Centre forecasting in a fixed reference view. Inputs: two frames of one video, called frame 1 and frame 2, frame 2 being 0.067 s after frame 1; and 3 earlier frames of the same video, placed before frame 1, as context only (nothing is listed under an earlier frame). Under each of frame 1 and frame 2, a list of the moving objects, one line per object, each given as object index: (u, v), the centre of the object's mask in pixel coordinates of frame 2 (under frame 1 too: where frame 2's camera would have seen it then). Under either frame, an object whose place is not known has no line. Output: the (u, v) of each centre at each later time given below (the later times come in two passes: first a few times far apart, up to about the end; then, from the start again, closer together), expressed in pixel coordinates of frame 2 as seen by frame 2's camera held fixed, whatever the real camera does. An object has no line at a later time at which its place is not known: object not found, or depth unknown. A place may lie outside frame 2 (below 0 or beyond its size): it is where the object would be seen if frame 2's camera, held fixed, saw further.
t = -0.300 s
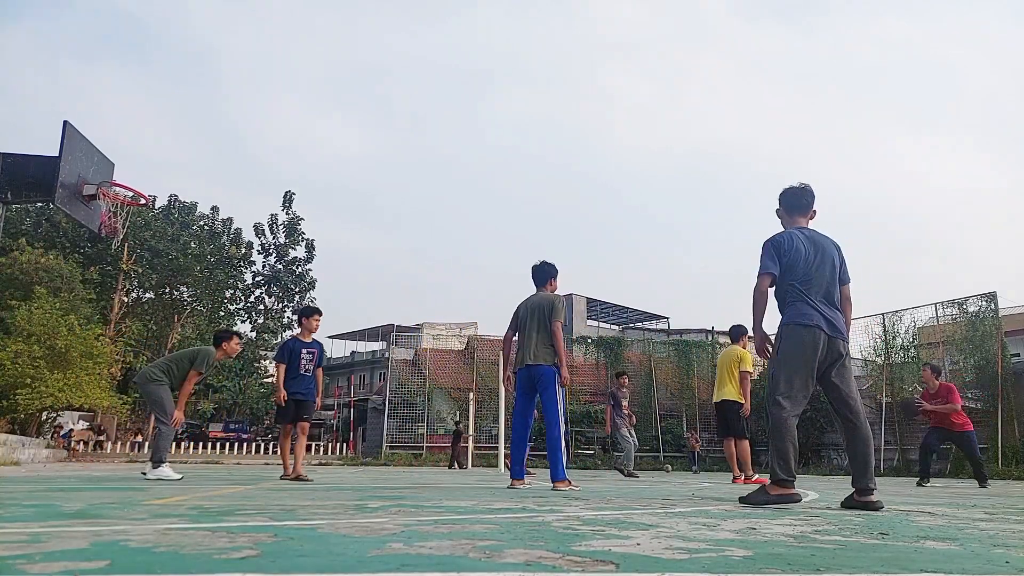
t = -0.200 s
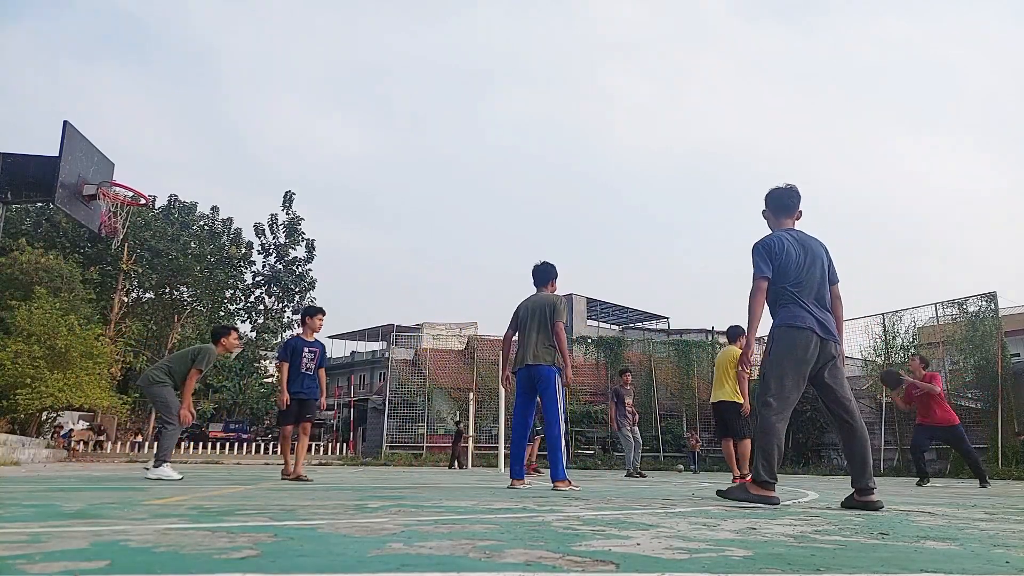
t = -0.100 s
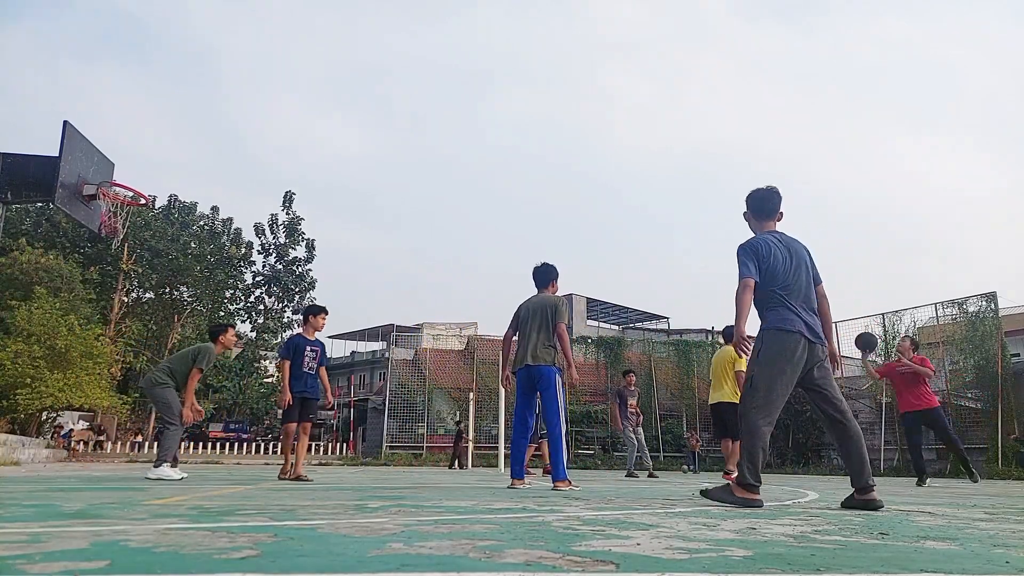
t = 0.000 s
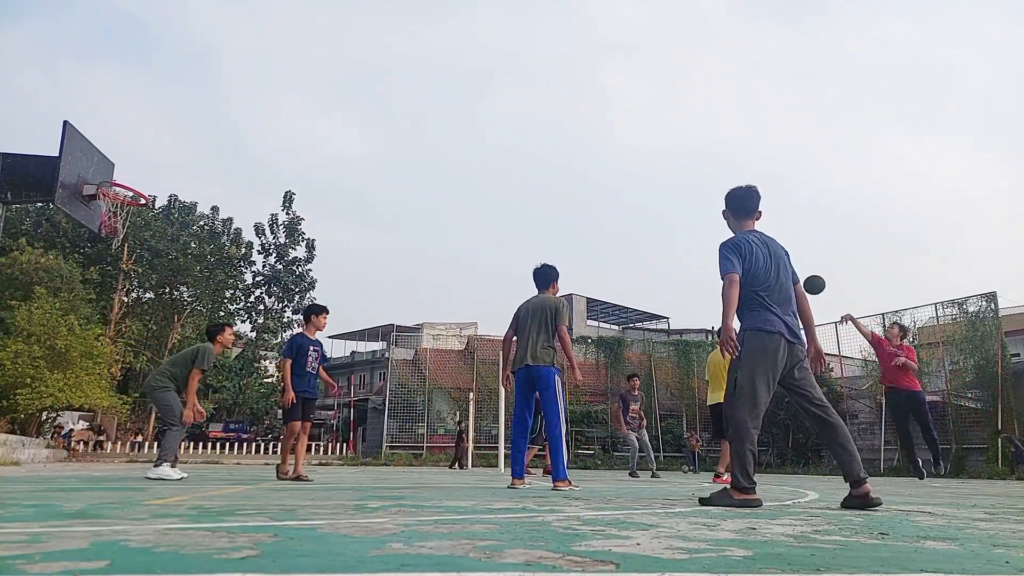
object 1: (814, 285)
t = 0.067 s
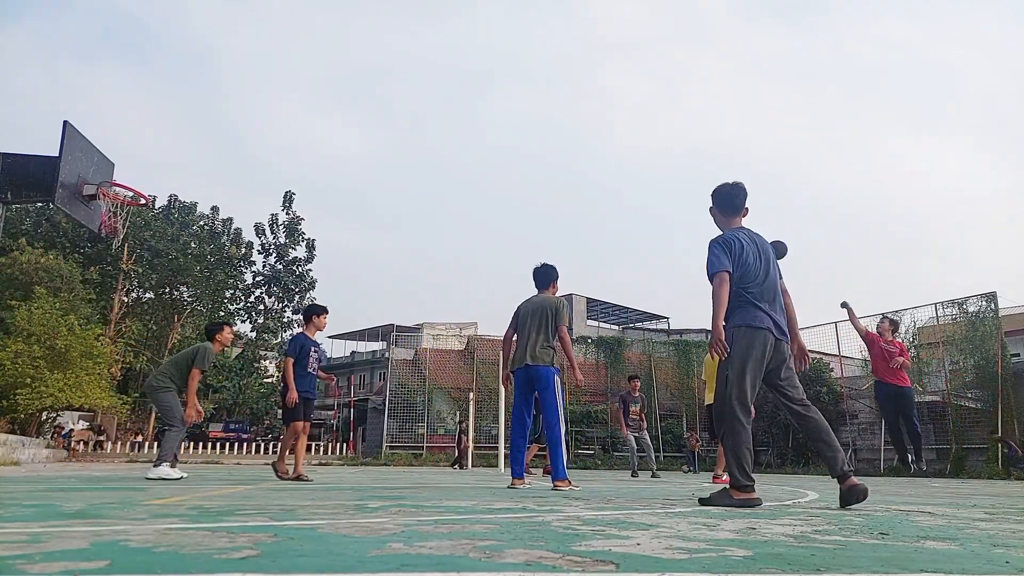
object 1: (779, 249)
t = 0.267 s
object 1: (668, 168)
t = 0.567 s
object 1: (511, 102)
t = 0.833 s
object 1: (368, 99)
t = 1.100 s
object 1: (210, 152)
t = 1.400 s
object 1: (138, 185)
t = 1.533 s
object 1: (168, 197)
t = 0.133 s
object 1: (742, 218)
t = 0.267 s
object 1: (668, 168)
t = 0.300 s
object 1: (650, 157)
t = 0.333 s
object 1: (633, 148)
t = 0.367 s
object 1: (616, 139)
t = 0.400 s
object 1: (598, 131)
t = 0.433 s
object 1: (581, 123)
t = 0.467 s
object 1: (563, 117)
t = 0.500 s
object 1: (546, 111)
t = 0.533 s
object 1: (529, 106)
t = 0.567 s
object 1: (511, 102)
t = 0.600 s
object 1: (494, 99)
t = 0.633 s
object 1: (476, 97)
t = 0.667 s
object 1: (458, 95)
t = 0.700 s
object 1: (440, 94)
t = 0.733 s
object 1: (422, 94)
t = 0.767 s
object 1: (404, 95)
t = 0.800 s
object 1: (386, 97)
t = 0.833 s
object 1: (368, 99)
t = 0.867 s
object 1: (349, 102)
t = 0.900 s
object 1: (330, 107)
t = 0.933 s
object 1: (311, 112)
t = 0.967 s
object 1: (292, 118)
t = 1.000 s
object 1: (272, 125)
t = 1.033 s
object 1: (252, 133)
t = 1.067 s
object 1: (231, 142)
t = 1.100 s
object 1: (210, 152)
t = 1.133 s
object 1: (189, 163)
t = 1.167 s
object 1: (168, 175)
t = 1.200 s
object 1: (147, 187)
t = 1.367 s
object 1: (127, 189)
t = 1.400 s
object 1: (138, 185)
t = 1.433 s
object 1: (146, 187)
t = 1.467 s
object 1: (153, 191)
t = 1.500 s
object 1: (160, 194)
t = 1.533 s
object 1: (168, 197)
